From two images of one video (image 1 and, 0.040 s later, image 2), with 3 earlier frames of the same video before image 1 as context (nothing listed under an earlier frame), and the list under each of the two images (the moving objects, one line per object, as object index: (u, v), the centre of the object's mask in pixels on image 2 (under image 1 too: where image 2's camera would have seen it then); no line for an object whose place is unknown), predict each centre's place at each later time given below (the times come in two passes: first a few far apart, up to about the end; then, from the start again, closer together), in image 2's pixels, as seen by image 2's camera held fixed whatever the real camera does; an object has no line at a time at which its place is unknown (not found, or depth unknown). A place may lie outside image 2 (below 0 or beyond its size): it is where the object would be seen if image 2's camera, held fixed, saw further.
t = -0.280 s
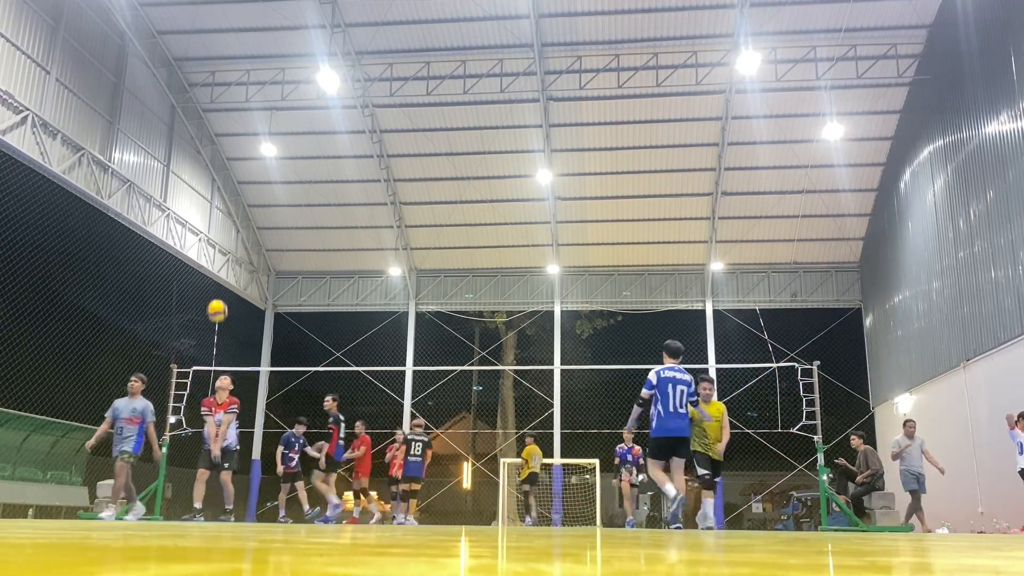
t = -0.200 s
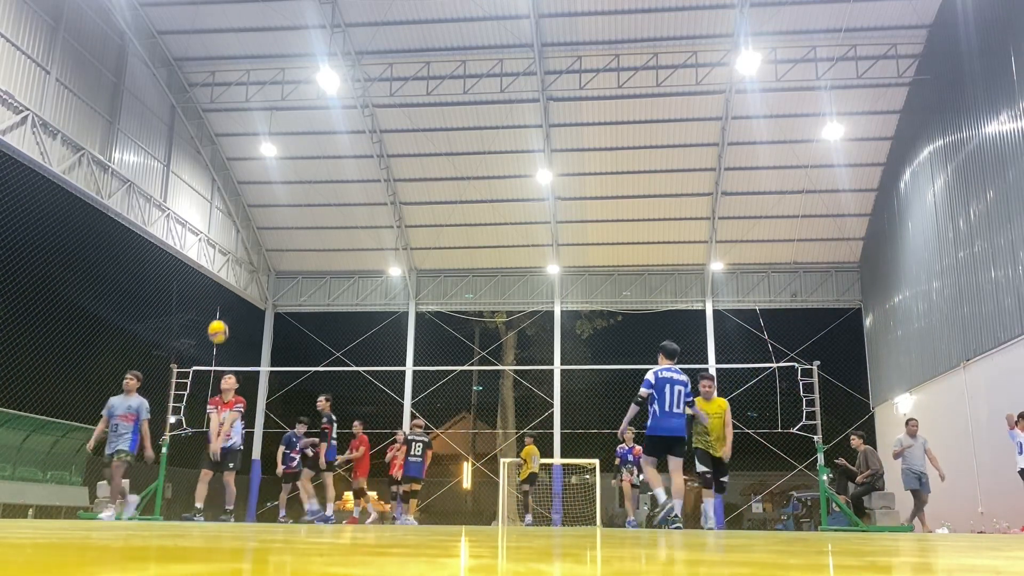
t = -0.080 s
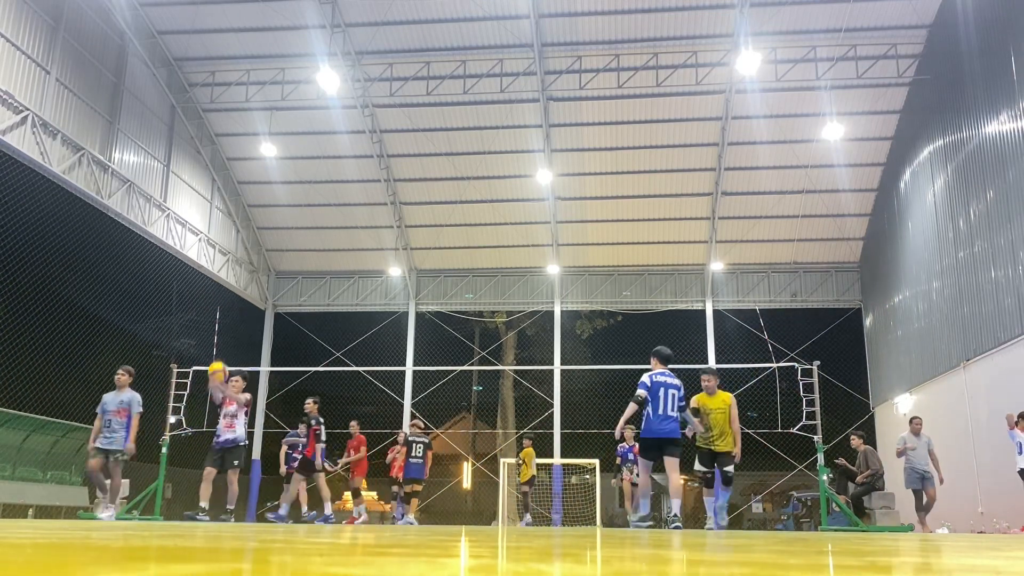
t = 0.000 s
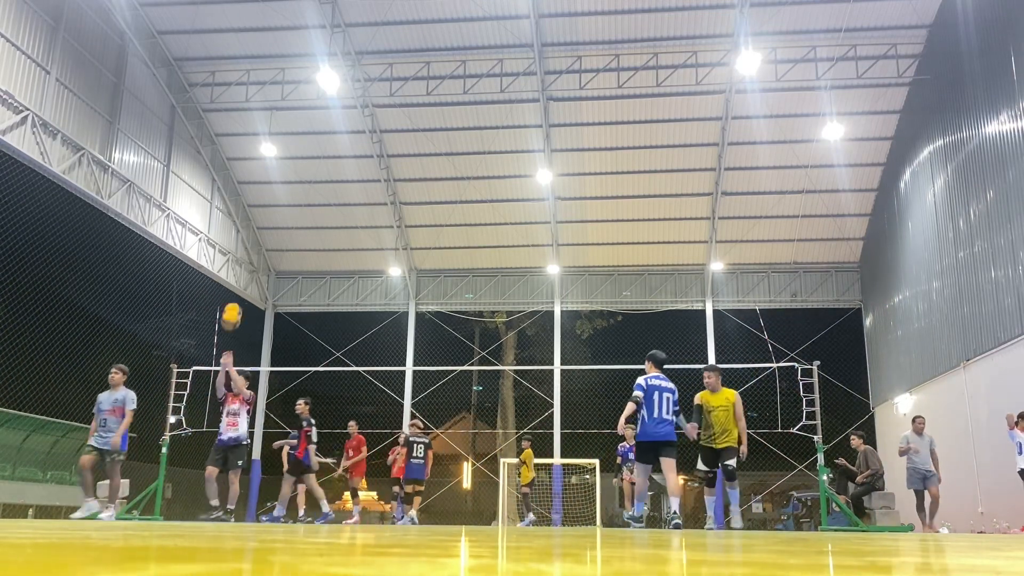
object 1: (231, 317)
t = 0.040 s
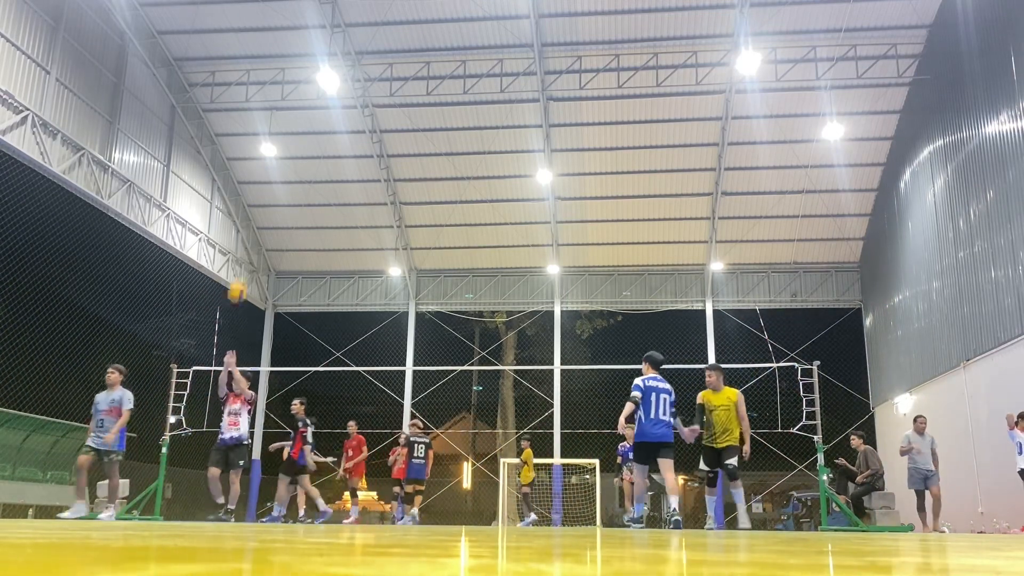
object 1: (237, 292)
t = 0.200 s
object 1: (255, 214)
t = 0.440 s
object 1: (271, 162)
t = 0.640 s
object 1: (280, 152)
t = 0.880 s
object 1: (285, 168)
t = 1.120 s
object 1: (286, 207)
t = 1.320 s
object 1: (285, 255)
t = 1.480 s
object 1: (283, 300)
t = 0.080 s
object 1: (243, 267)
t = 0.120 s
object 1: (247, 246)
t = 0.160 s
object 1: (252, 229)
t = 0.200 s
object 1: (255, 214)
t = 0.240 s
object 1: (258, 201)
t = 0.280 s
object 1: (261, 190)
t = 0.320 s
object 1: (264, 180)
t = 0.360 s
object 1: (265, 173)
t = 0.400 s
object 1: (268, 164)
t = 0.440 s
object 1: (271, 162)
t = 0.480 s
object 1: (276, 158)
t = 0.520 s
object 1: (276, 154)
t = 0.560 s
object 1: (278, 152)
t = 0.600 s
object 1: (279, 151)
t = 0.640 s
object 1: (280, 152)
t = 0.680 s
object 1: (280, 153)
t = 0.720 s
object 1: (281, 154)
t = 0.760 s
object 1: (282, 157)
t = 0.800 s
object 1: (283, 159)
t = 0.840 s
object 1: (284, 163)
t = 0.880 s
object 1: (285, 168)
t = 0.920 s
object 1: (285, 173)
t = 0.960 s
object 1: (286, 178)
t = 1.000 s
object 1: (286, 185)
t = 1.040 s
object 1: (286, 191)
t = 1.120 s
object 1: (286, 207)
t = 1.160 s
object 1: (285, 216)
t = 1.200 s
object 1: (286, 225)
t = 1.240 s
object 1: (285, 233)
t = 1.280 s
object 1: (285, 244)
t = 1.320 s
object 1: (285, 255)
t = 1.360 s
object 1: (285, 265)
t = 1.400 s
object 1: (284, 276)
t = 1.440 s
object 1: (284, 288)
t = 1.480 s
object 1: (283, 300)
